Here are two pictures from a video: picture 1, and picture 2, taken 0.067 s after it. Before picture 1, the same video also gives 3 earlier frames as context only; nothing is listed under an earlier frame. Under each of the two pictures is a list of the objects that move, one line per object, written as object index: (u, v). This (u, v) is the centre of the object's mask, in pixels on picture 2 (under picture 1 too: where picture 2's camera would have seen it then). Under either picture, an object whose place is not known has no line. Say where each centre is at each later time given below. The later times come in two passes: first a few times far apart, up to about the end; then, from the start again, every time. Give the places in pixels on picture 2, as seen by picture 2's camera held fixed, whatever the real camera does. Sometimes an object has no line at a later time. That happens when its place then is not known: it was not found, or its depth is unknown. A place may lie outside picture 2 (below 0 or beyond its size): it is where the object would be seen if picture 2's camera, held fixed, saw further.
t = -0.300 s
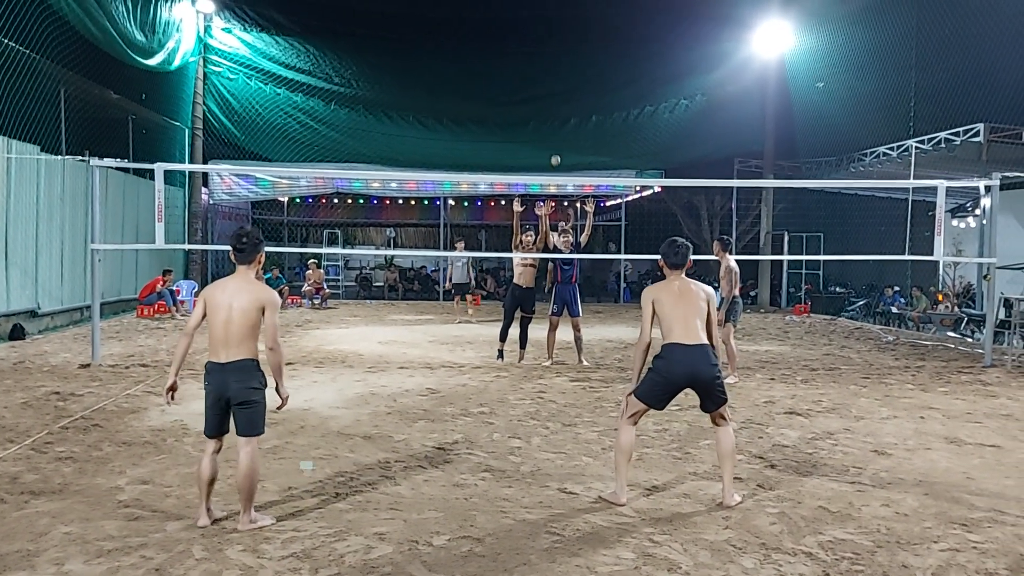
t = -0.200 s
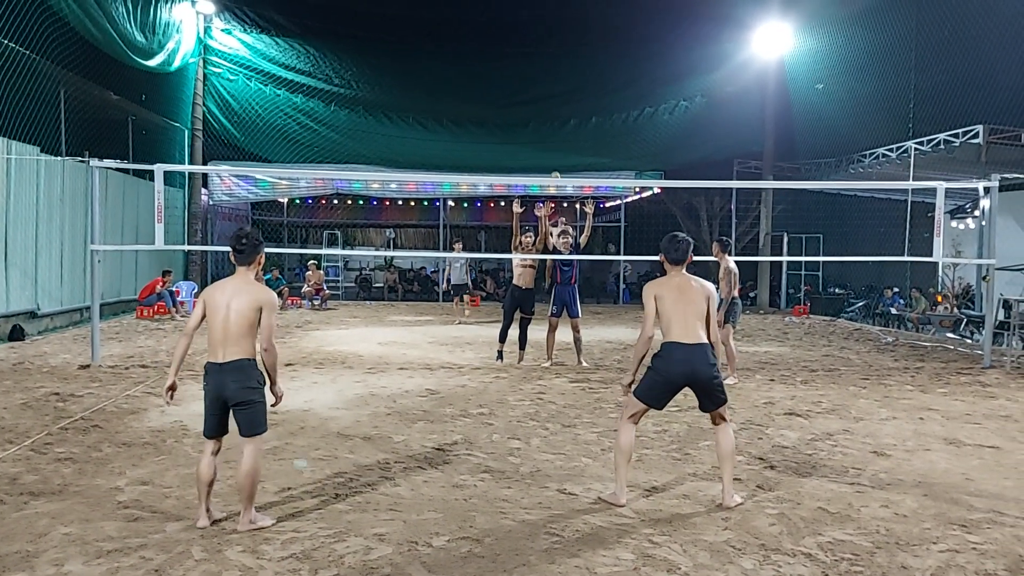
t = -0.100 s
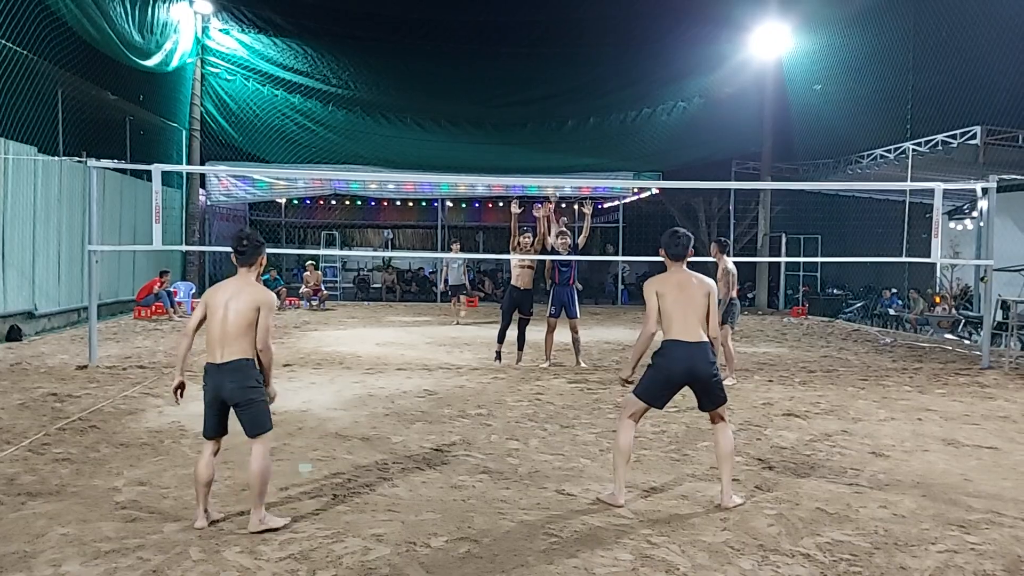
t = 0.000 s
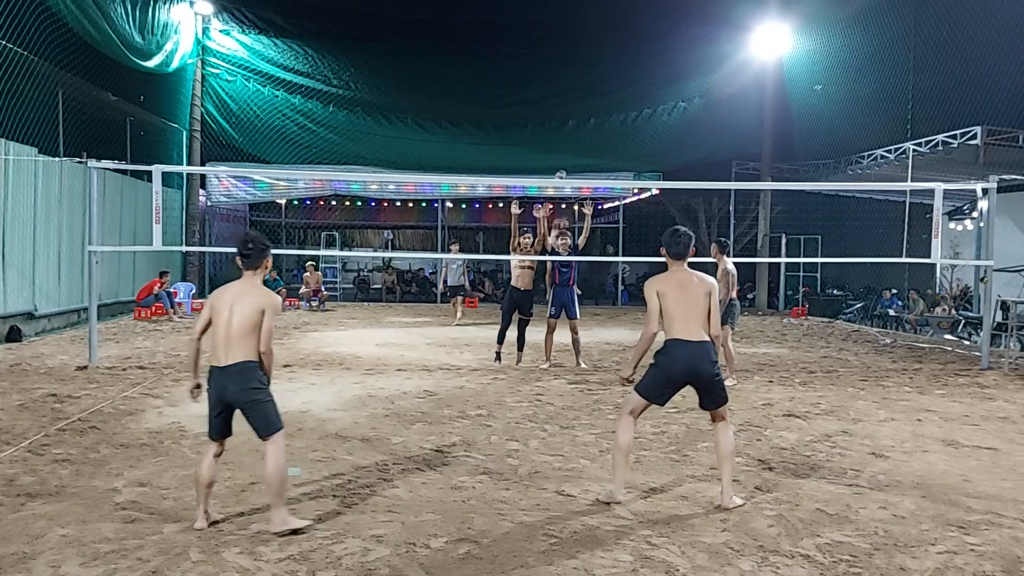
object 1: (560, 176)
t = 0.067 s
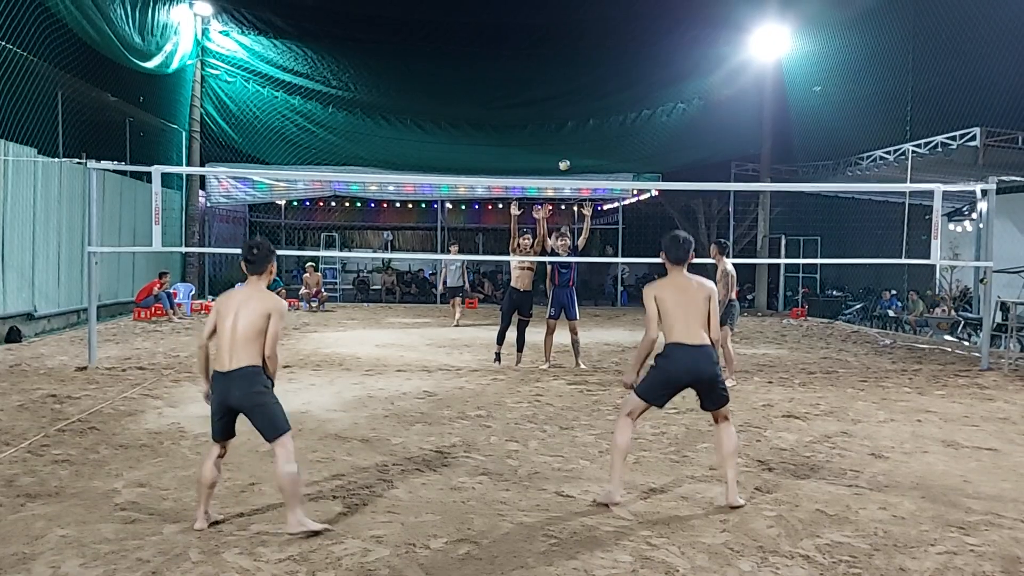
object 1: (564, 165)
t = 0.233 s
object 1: (576, 143)
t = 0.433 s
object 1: (595, 143)
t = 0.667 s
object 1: (631, 216)
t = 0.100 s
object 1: (566, 159)
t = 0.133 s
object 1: (568, 153)
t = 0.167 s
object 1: (571, 149)
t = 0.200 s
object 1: (573, 146)
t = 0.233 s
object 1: (576, 143)
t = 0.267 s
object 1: (579, 140)
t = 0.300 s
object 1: (582, 138)
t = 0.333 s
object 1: (585, 137)
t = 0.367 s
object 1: (588, 138)
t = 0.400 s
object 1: (591, 140)
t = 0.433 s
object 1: (595, 143)
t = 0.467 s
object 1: (599, 147)
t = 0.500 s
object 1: (603, 153)
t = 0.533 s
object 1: (608, 160)
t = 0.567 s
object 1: (613, 170)
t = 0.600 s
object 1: (618, 180)
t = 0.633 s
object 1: (625, 197)
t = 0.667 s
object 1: (631, 216)
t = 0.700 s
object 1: (637, 235)
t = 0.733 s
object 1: (646, 261)
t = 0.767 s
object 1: (653, 290)
